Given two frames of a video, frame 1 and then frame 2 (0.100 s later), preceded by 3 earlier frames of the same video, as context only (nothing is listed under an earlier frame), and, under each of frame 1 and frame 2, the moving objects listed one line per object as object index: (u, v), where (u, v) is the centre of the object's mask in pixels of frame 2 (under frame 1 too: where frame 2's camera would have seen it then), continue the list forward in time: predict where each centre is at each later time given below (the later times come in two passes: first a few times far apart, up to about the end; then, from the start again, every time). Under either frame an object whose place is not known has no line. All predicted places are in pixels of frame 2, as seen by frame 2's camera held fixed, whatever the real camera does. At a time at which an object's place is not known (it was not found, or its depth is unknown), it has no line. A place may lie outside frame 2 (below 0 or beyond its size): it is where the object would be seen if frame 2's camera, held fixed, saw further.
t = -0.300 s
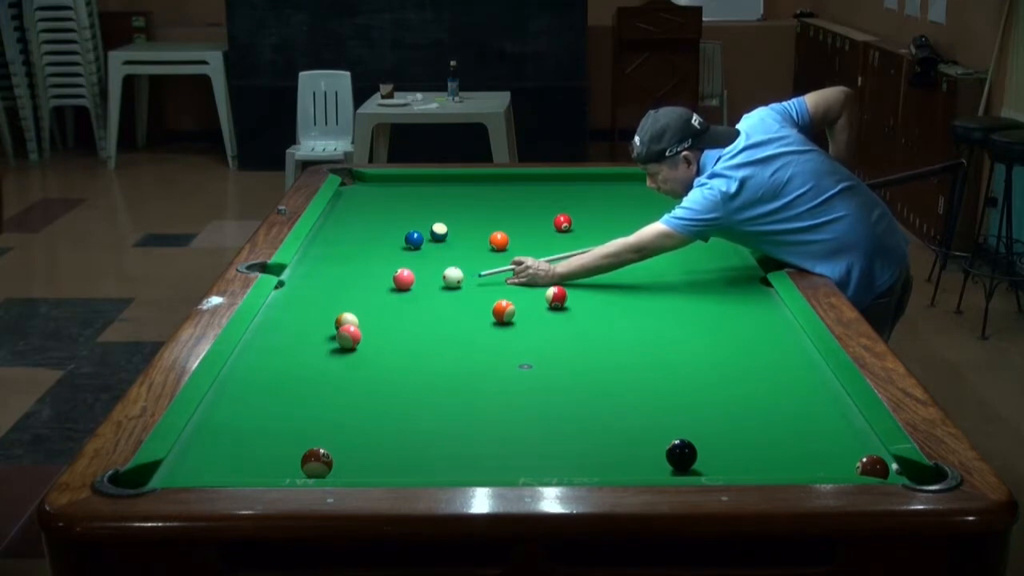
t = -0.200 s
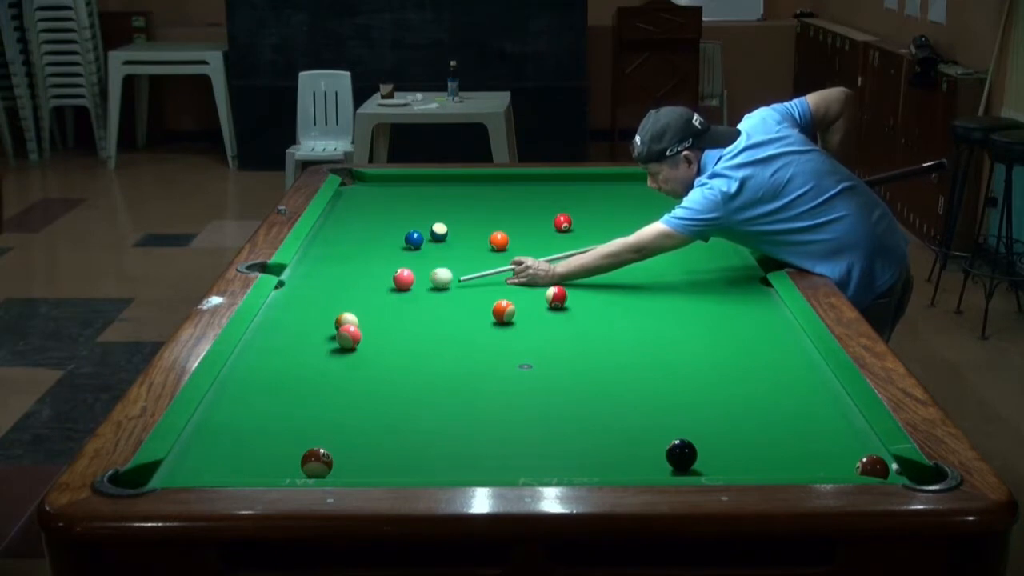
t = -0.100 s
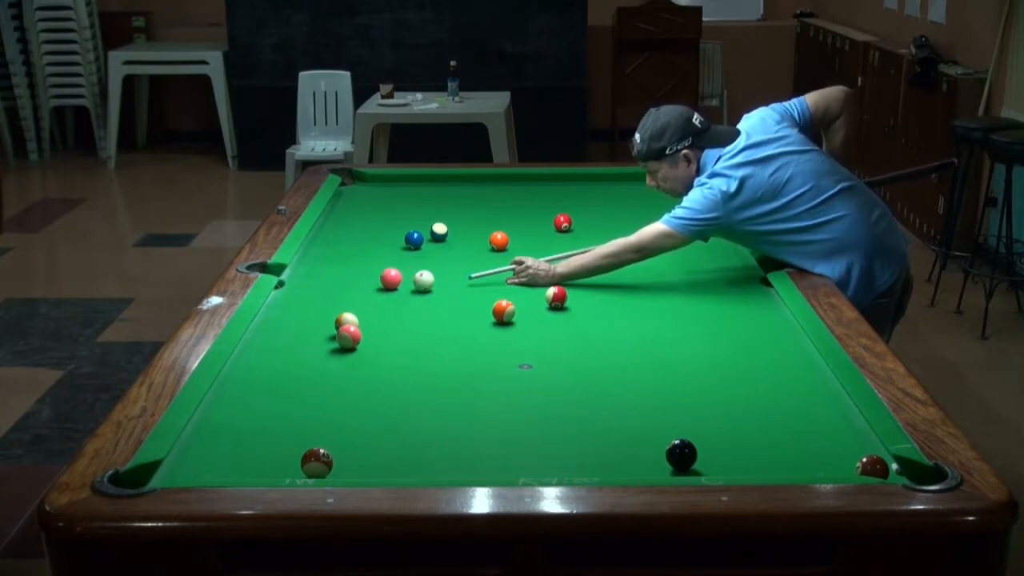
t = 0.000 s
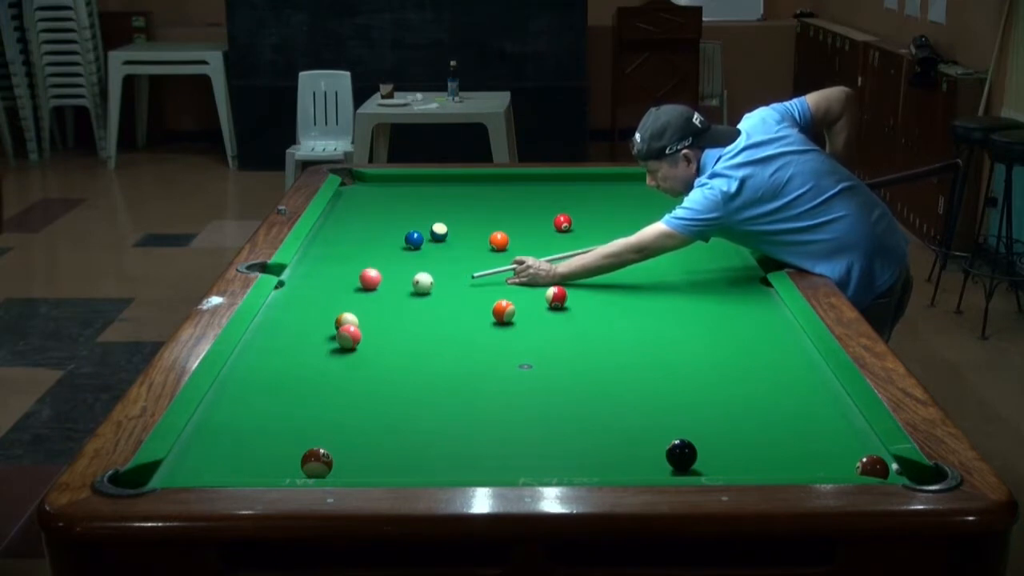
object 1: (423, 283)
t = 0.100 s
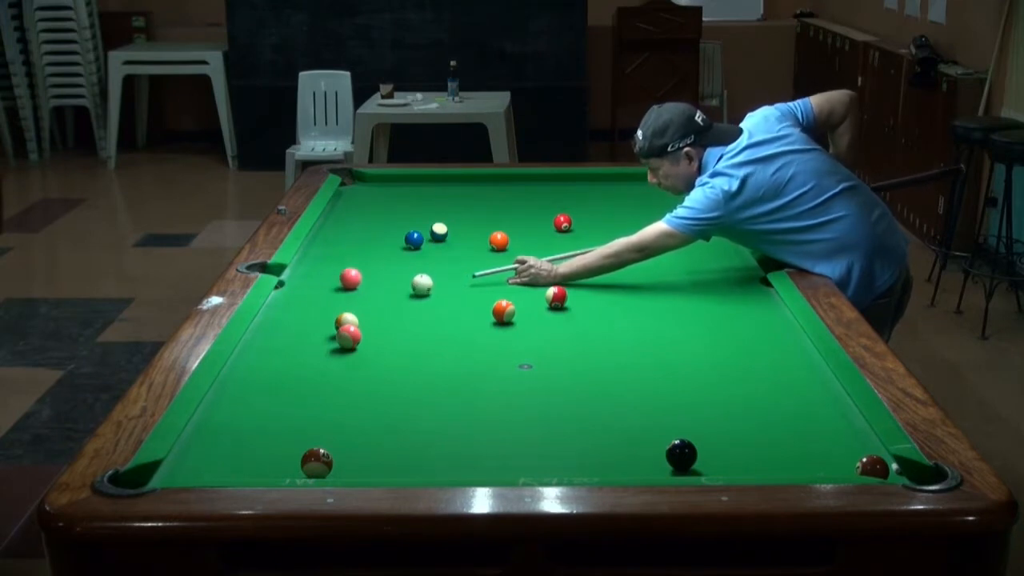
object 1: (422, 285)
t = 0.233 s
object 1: (421, 287)
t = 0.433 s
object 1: (420, 290)
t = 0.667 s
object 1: (420, 294)
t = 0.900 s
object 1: (420, 296)
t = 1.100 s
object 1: (420, 300)
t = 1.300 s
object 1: (420, 301)
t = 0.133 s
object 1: (422, 285)
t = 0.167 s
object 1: (421, 286)
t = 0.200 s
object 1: (421, 286)
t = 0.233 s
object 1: (421, 287)
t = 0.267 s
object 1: (421, 288)
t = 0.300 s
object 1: (421, 288)
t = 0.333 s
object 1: (421, 289)
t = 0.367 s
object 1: (420, 289)
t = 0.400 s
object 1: (420, 290)
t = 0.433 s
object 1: (420, 290)
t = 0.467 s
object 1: (420, 291)
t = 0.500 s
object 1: (420, 292)
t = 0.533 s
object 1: (420, 292)
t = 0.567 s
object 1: (420, 293)
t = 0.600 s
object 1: (420, 293)
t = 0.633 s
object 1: (420, 294)
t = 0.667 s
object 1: (420, 294)
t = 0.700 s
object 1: (420, 295)
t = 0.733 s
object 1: (420, 295)
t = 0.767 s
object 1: (420, 295)
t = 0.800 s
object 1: (420, 296)
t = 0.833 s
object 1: (420, 296)
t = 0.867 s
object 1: (420, 296)
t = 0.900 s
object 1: (420, 296)
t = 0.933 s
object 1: (420, 297)
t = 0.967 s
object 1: (420, 298)
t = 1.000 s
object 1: (419, 298)
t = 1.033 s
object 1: (420, 298)
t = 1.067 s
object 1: (420, 299)
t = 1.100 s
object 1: (420, 300)
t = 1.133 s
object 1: (420, 300)
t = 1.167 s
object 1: (420, 300)
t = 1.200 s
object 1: (420, 301)
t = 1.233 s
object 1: (420, 301)
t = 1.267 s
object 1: (420, 301)
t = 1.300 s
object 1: (420, 301)
